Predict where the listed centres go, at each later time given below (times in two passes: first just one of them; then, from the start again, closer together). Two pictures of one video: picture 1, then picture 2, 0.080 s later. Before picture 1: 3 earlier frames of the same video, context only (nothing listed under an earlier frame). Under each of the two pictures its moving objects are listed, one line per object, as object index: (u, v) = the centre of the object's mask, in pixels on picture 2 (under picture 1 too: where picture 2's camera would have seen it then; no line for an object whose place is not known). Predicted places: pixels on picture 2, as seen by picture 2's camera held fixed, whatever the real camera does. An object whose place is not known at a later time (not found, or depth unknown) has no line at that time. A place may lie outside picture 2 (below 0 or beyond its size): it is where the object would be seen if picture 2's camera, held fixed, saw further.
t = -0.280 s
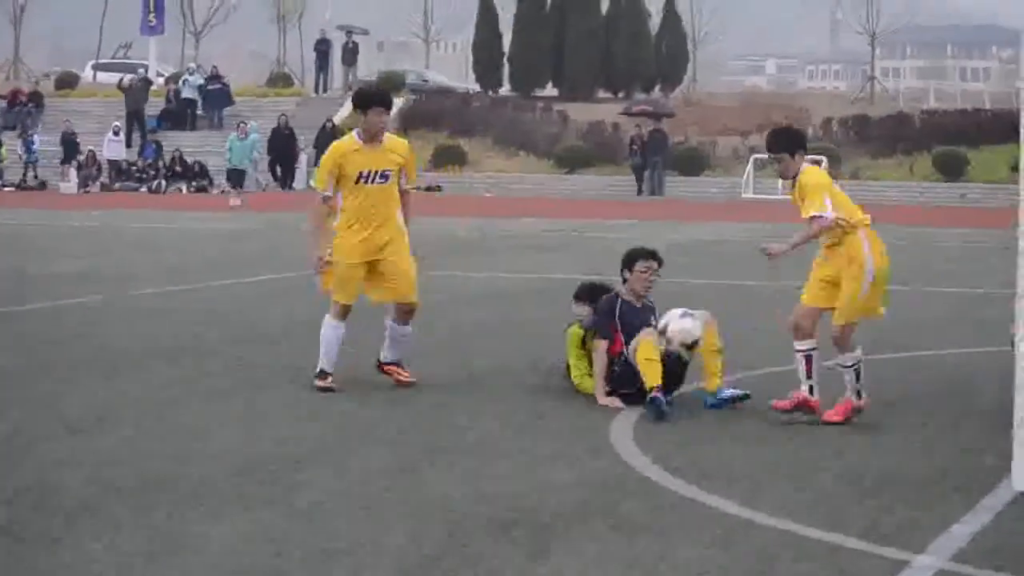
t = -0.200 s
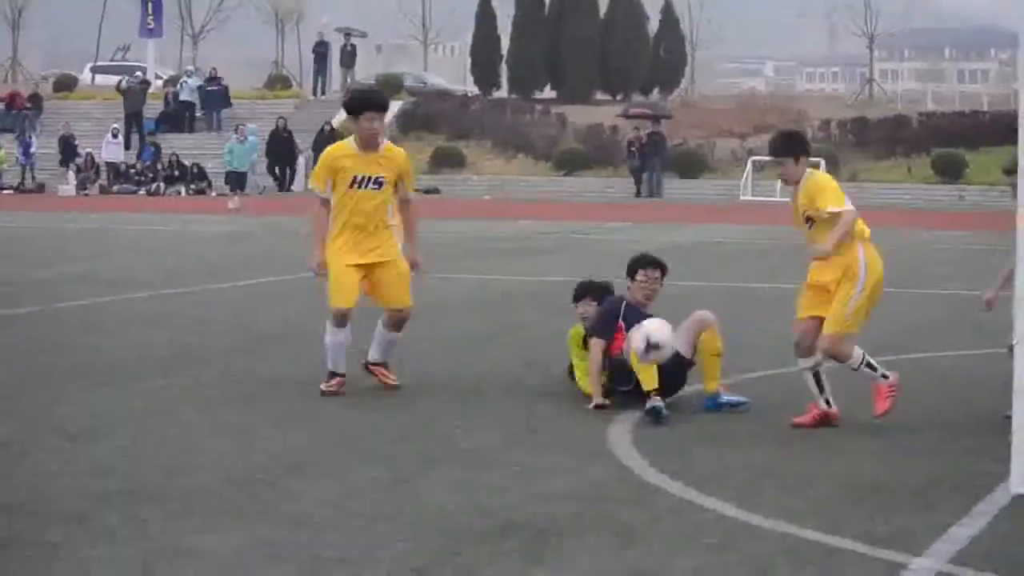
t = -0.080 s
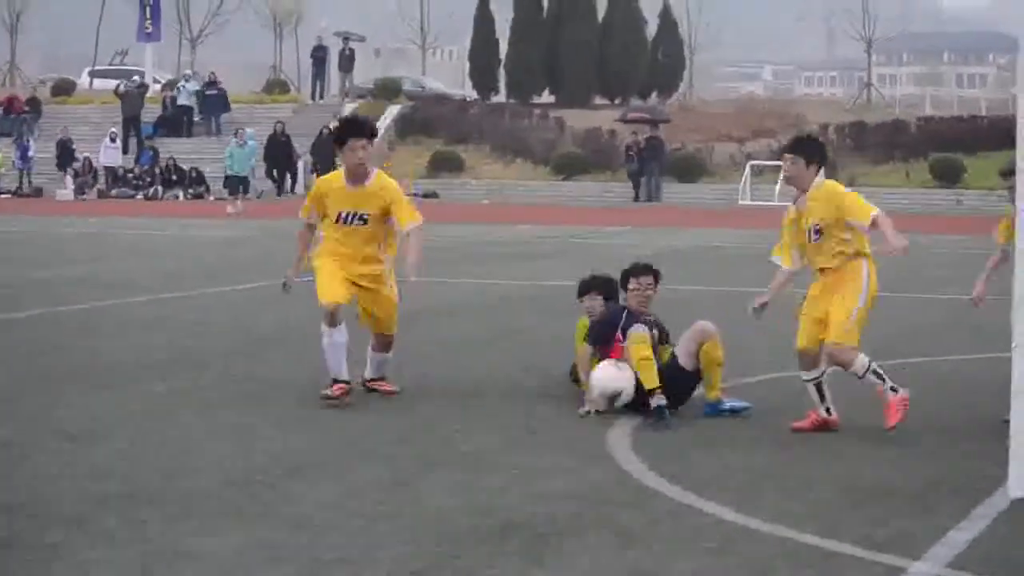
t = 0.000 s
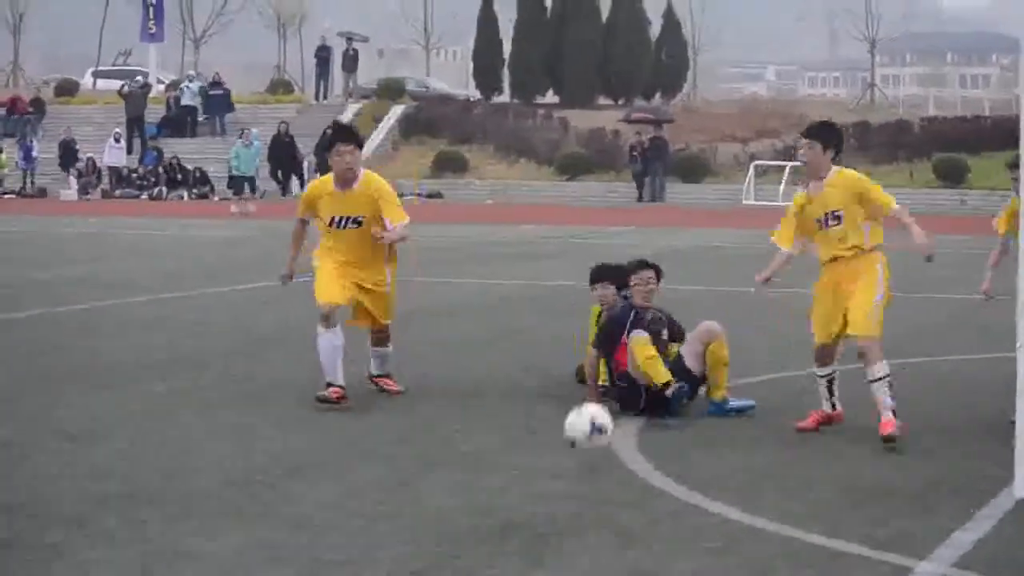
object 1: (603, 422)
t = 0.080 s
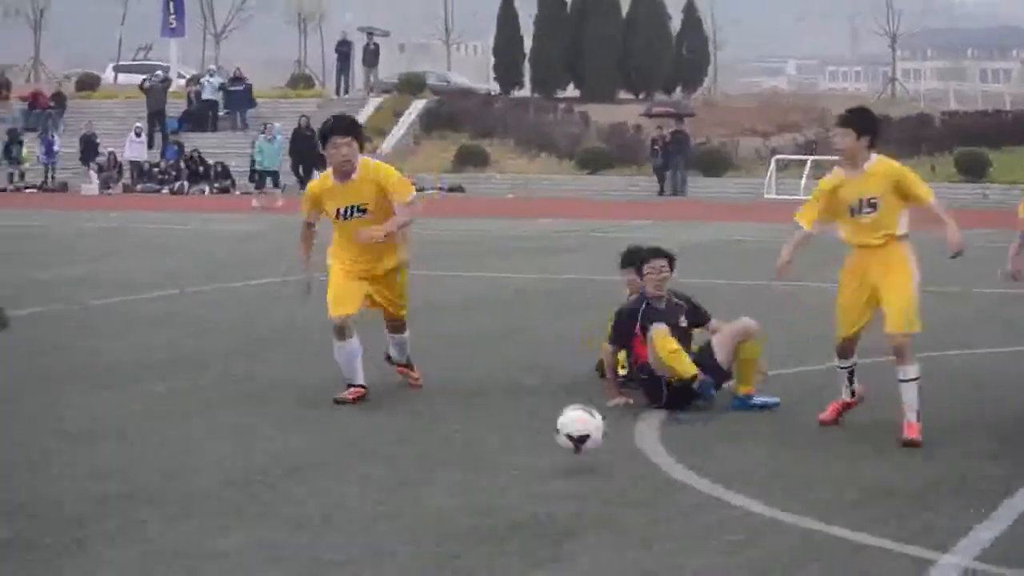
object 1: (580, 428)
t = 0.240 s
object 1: (518, 398)
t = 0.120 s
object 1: (565, 414)
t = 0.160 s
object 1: (552, 406)
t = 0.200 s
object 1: (533, 401)
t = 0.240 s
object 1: (518, 398)
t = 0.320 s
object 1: (473, 409)
